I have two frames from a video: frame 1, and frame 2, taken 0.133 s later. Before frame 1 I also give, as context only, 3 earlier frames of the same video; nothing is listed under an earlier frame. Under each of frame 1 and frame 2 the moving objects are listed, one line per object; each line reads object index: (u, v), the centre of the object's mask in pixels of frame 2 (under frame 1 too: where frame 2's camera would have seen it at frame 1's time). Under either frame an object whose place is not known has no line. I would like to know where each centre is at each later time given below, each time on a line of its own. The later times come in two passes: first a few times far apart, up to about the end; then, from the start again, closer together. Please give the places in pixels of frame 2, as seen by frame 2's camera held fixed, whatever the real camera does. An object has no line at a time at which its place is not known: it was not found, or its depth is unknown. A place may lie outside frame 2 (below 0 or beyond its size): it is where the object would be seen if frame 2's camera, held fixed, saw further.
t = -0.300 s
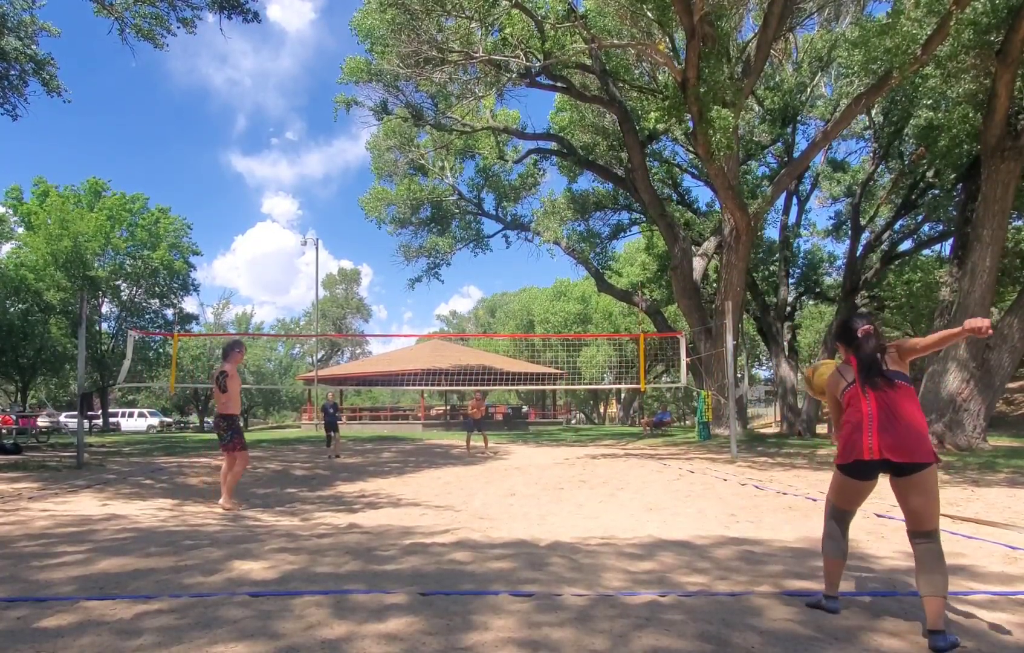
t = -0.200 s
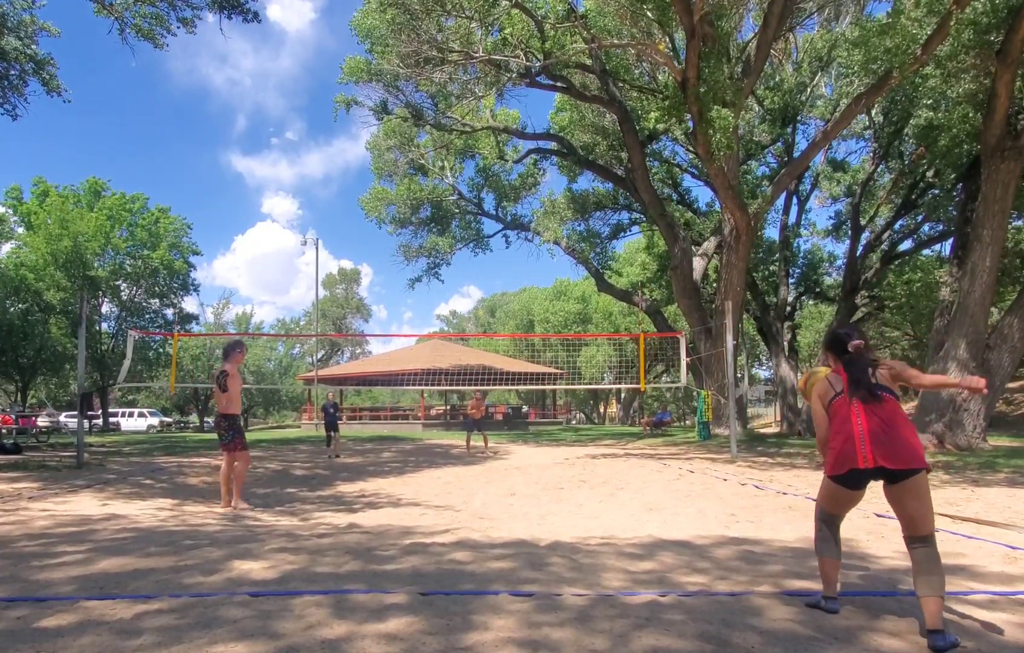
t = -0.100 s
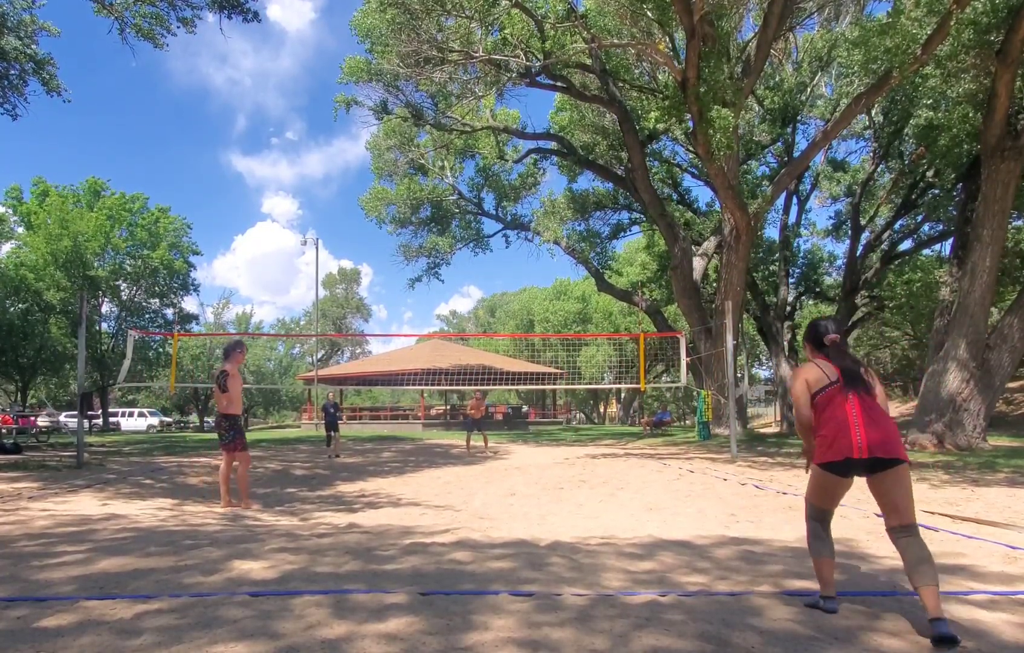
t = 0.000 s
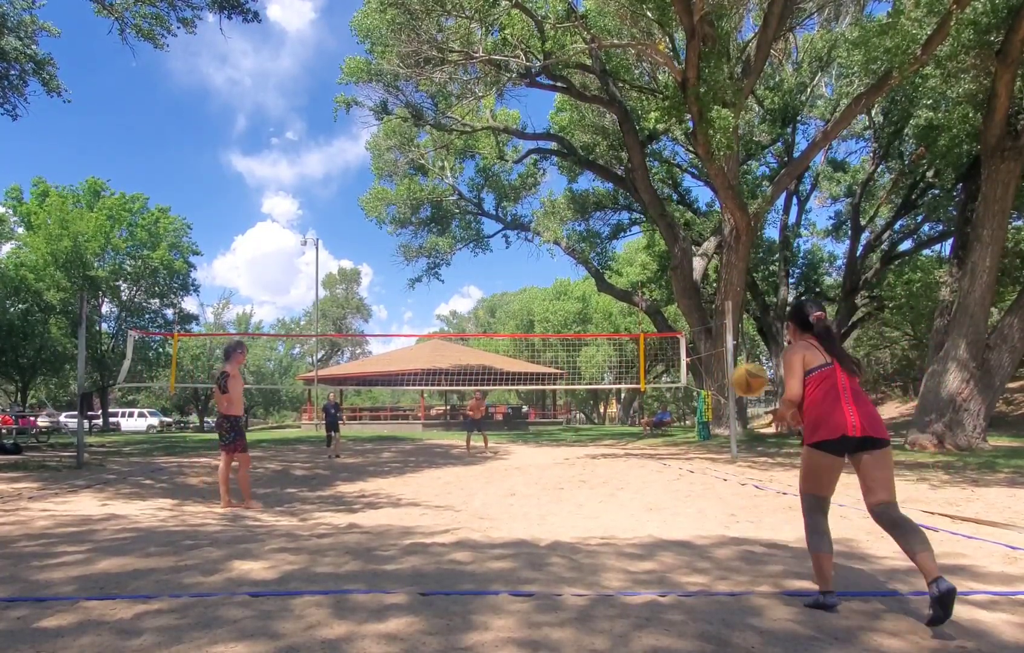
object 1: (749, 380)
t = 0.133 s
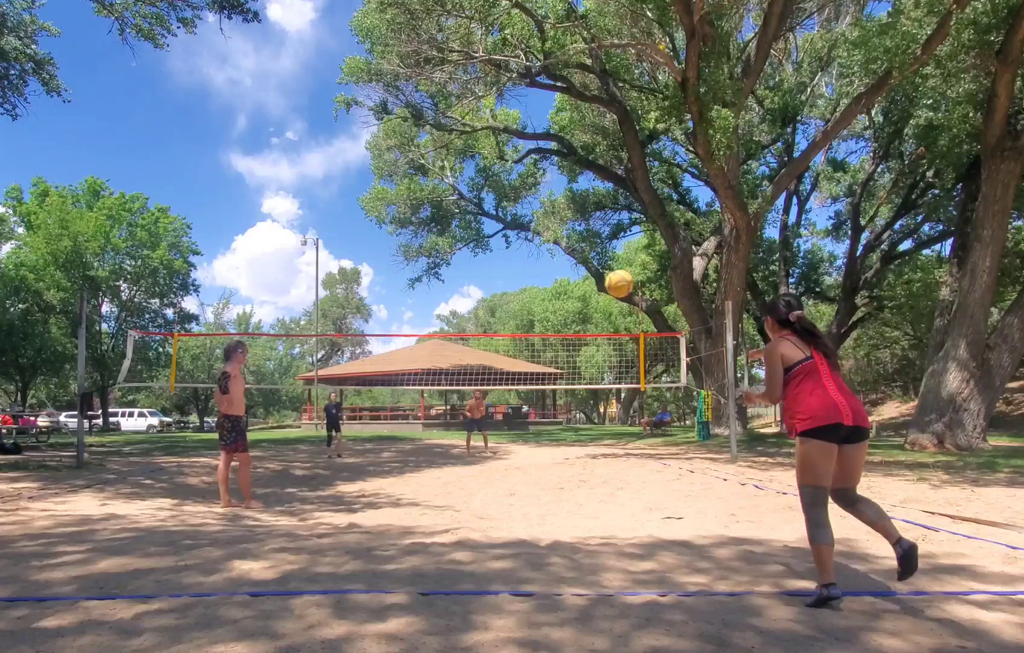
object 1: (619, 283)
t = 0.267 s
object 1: (540, 241)
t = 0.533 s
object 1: (449, 231)
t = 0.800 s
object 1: (401, 265)
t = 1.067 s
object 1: (370, 320)
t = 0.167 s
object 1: (596, 269)
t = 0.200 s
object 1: (576, 257)
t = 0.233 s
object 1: (557, 248)
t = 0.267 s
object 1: (540, 241)
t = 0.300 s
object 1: (525, 236)
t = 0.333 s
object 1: (511, 232)
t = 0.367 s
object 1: (498, 230)
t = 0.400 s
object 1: (487, 228)
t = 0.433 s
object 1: (476, 228)
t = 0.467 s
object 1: (467, 228)
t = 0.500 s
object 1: (458, 229)
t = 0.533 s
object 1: (449, 231)
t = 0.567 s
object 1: (442, 234)
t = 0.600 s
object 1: (435, 237)
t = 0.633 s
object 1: (428, 241)
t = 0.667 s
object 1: (422, 245)
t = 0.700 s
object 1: (416, 250)
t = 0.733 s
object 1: (411, 255)
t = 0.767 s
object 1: (406, 259)
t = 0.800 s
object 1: (401, 265)
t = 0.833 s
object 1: (396, 271)
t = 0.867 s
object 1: (392, 278)
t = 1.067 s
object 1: (370, 320)
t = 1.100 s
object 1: (367, 328)
